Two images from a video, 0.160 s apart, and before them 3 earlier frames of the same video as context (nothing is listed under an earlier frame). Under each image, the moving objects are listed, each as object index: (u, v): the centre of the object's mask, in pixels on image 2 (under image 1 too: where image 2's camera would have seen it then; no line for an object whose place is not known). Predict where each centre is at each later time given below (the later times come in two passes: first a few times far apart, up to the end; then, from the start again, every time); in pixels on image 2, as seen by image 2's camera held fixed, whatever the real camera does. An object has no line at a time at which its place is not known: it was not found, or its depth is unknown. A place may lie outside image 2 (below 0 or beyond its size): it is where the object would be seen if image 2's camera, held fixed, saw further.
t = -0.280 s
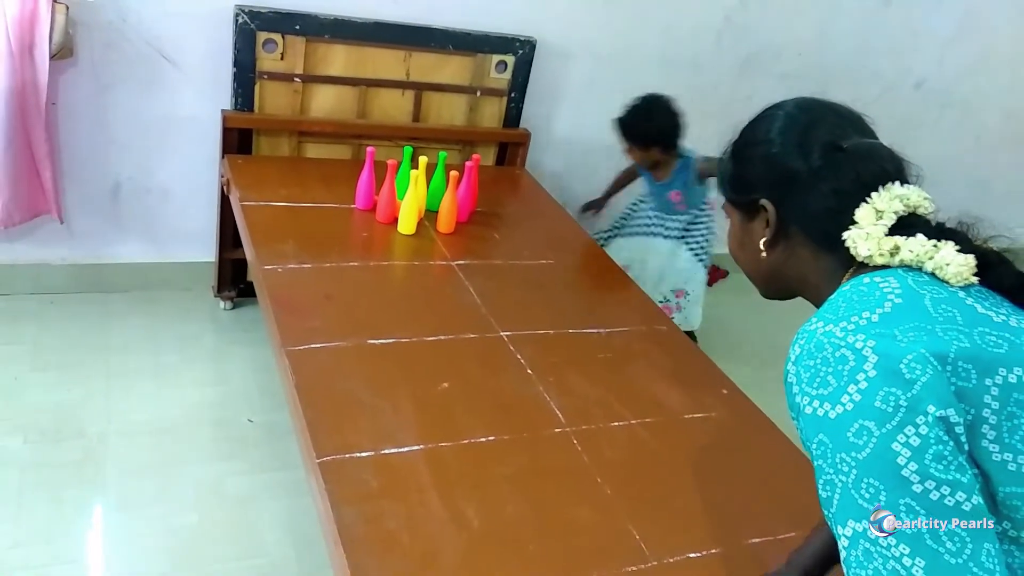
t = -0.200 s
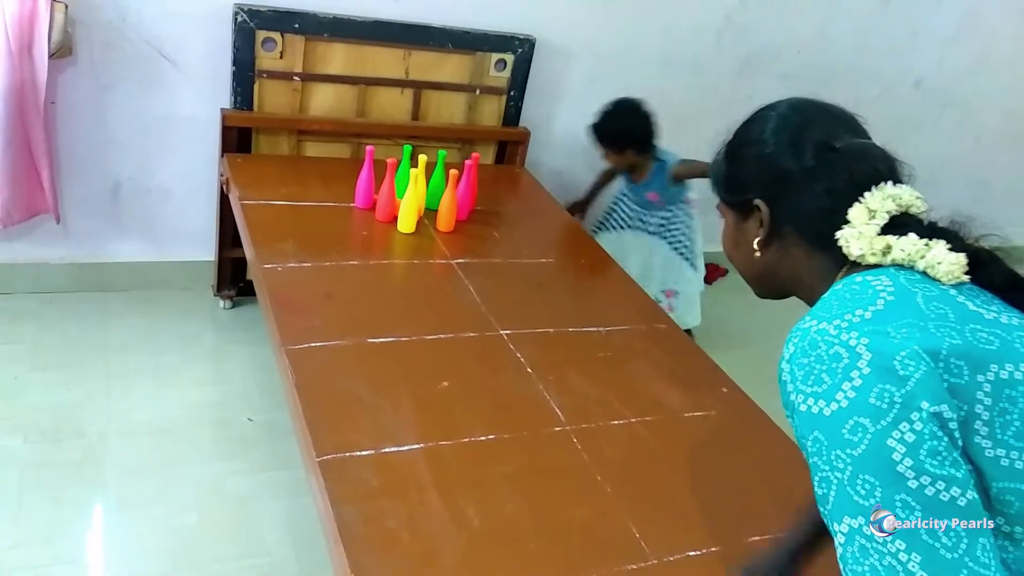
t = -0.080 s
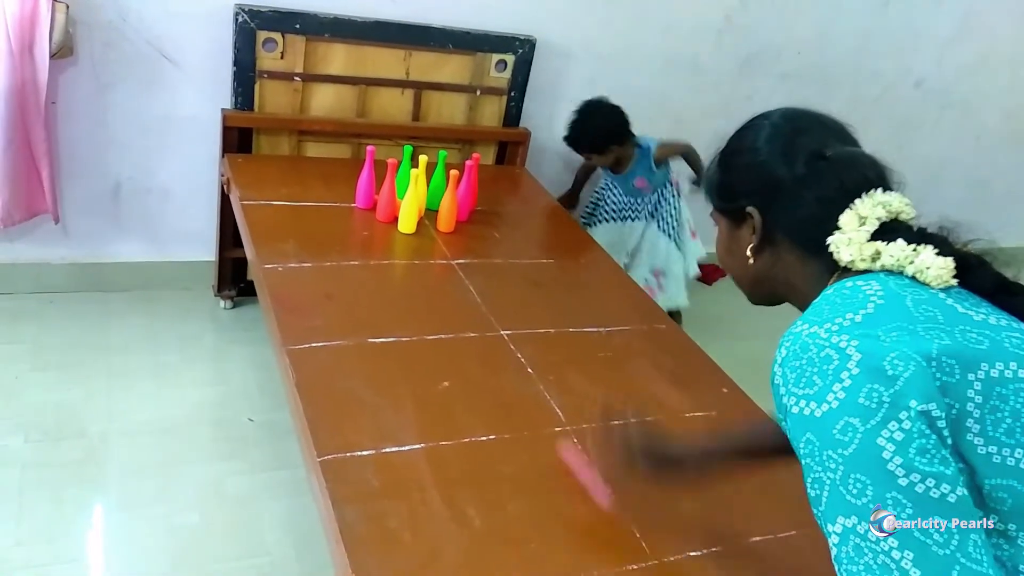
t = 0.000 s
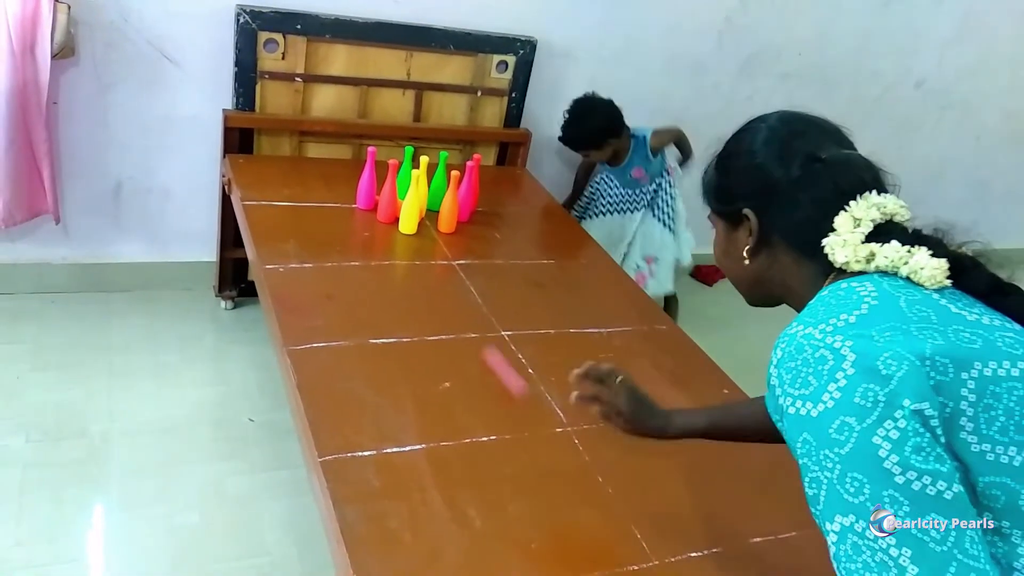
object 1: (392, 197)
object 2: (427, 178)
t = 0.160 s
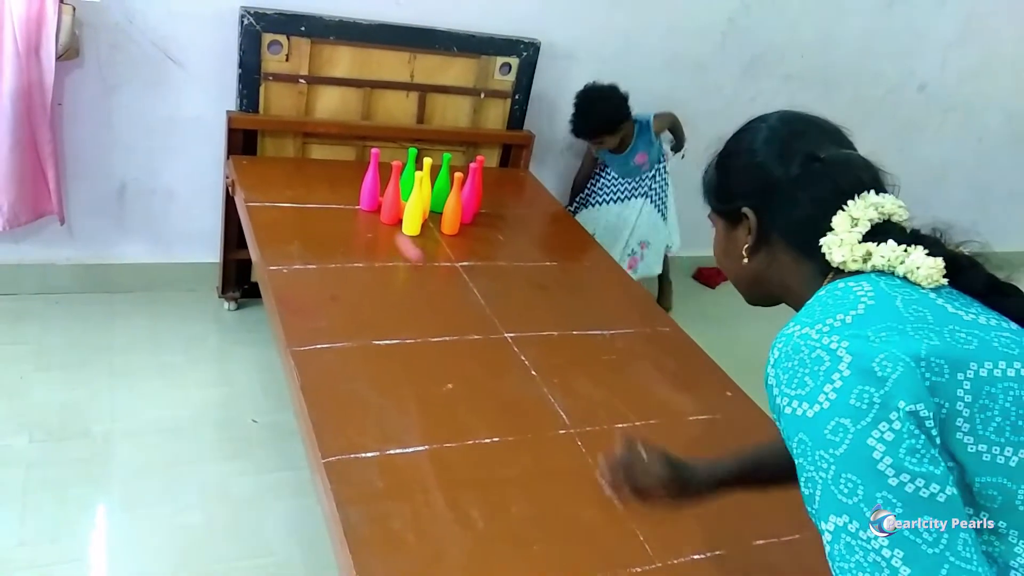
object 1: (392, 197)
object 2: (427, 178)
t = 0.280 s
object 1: (387, 194)
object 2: (428, 186)
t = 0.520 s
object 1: (390, 194)
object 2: (432, 183)
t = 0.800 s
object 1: (381, 211)
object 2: (442, 189)
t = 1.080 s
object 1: (382, 216)
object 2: (435, 207)
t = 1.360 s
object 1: (383, 216)
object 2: (434, 209)
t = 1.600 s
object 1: (383, 214)
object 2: (435, 209)
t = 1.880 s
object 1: (383, 212)
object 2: (435, 208)
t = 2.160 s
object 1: (384, 211)
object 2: (436, 209)
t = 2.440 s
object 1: (385, 211)
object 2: (436, 208)
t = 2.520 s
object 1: (384, 211)
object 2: (435, 208)
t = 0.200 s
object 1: (393, 191)
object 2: (427, 179)
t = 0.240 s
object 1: (392, 193)
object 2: (427, 183)
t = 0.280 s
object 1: (387, 194)
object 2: (428, 186)
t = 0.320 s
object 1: (385, 192)
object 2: (429, 186)
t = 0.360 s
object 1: (384, 192)
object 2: (430, 187)
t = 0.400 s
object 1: (384, 192)
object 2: (432, 182)
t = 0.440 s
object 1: (386, 192)
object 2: (432, 183)
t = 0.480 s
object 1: (388, 192)
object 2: (432, 183)
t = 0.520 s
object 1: (390, 194)
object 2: (432, 183)
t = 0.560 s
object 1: (390, 199)
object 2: (432, 183)
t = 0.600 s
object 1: (389, 200)
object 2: (435, 182)
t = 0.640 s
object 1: (388, 203)
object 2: (437, 184)
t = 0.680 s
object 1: (386, 206)
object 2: (438, 184)
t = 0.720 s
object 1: (384, 207)
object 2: (439, 185)
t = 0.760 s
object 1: (383, 208)
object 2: (441, 187)
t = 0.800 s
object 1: (381, 211)
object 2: (442, 189)
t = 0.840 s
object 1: (380, 213)
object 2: (444, 189)
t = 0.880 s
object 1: (381, 212)
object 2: (446, 191)
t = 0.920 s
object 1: (381, 214)
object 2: (440, 201)
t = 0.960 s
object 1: (382, 215)
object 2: (439, 203)
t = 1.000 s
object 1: (382, 215)
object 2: (438, 204)
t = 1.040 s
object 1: (382, 215)
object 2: (437, 206)
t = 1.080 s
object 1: (382, 216)
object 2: (435, 207)
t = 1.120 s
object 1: (382, 216)
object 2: (435, 208)
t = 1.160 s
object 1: (382, 216)
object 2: (435, 208)
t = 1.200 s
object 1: (382, 216)
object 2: (434, 209)
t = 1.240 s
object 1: (383, 217)
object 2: (434, 209)
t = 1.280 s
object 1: (383, 217)
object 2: (434, 209)
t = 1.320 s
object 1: (383, 217)
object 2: (435, 208)
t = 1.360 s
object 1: (383, 216)
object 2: (434, 209)
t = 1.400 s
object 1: (383, 216)
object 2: (434, 209)
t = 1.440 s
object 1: (383, 216)
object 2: (434, 209)
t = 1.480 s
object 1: (383, 215)
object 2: (434, 209)
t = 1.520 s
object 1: (383, 215)
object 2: (435, 209)
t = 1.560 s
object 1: (383, 215)
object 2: (435, 208)
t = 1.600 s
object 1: (383, 214)
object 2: (435, 209)
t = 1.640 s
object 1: (383, 214)
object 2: (435, 209)
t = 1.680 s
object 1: (384, 214)
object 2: (435, 209)
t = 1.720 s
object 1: (384, 213)
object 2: (435, 208)
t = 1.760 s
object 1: (383, 213)
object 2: (435, 208)
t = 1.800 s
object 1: (384, 213)
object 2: (436, 208)
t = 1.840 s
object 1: (383, 212)
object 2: (436, 208)
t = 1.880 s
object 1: (383, 212)
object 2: (435, 208)
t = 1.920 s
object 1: (384, 212)
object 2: (436, 208)
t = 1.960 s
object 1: (384, 212)
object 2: (436, 208)
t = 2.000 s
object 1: (384, 211)
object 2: (436, 208)
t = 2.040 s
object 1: (384, 211)
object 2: (436, 208)
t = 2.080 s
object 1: (384, 211)
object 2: (436, 208)
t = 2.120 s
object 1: (384, 211)
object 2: (436, 208)
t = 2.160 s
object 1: (384, 211)
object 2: (436, 209)
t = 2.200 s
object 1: (384, 211)
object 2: (435, 208)
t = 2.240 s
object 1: (384, 211)
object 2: (435, 208)
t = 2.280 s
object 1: (384, 211)
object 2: (435, 208)
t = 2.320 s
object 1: (384, 211)
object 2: (436, 208)
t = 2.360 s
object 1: (384, 211)
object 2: (436, 208)
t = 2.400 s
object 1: (384, 211)
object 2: (435, 208)
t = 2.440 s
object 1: (385, 211)
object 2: (436, 208)
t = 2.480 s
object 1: (384, 211)
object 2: (436, 208)
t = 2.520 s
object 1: (384, 211)
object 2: (435, 208)
